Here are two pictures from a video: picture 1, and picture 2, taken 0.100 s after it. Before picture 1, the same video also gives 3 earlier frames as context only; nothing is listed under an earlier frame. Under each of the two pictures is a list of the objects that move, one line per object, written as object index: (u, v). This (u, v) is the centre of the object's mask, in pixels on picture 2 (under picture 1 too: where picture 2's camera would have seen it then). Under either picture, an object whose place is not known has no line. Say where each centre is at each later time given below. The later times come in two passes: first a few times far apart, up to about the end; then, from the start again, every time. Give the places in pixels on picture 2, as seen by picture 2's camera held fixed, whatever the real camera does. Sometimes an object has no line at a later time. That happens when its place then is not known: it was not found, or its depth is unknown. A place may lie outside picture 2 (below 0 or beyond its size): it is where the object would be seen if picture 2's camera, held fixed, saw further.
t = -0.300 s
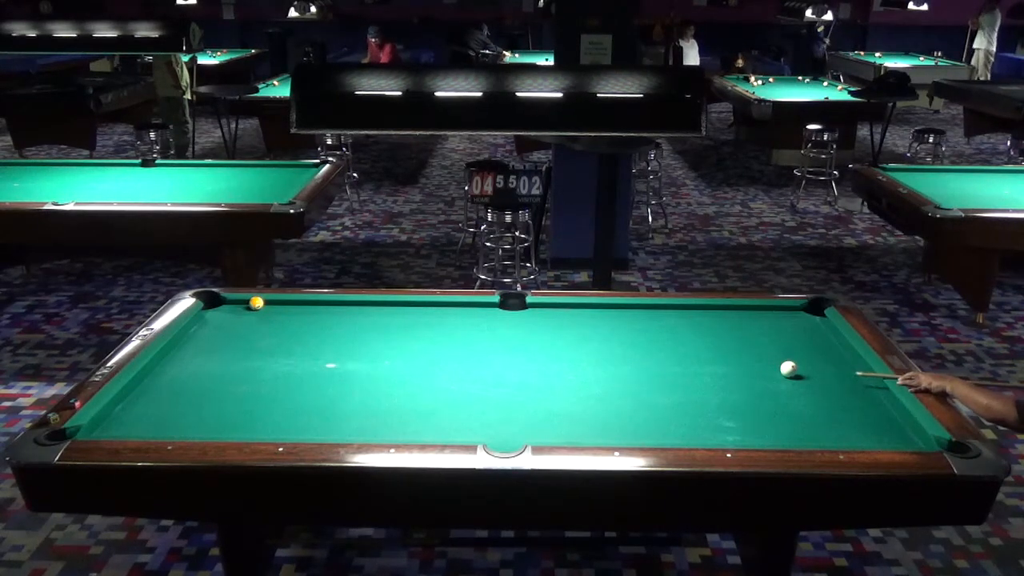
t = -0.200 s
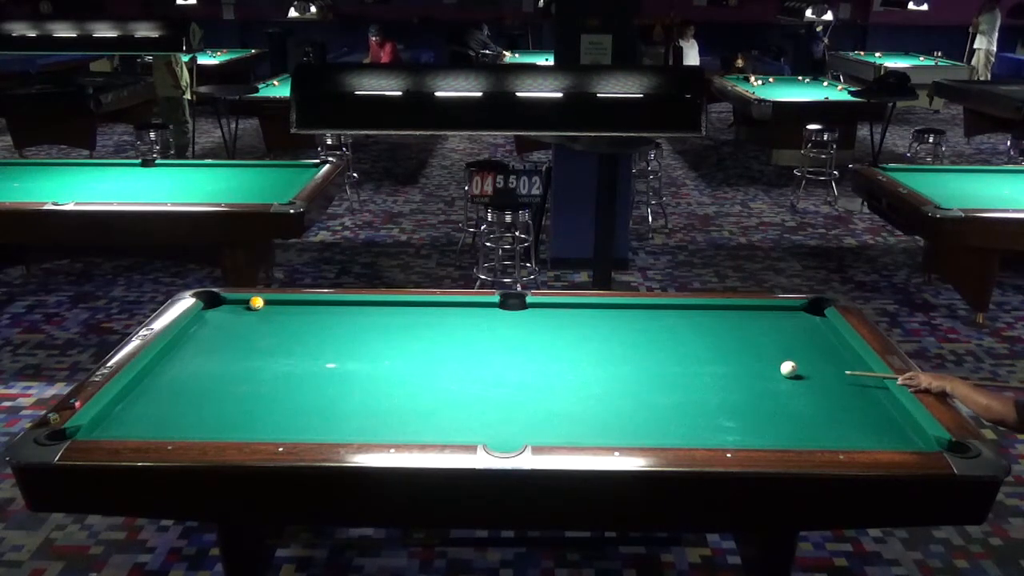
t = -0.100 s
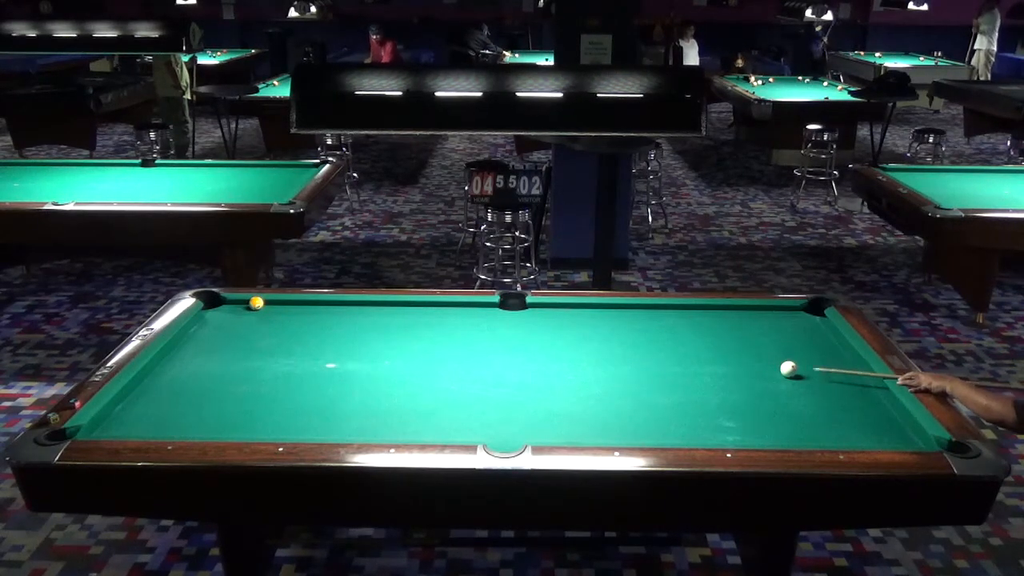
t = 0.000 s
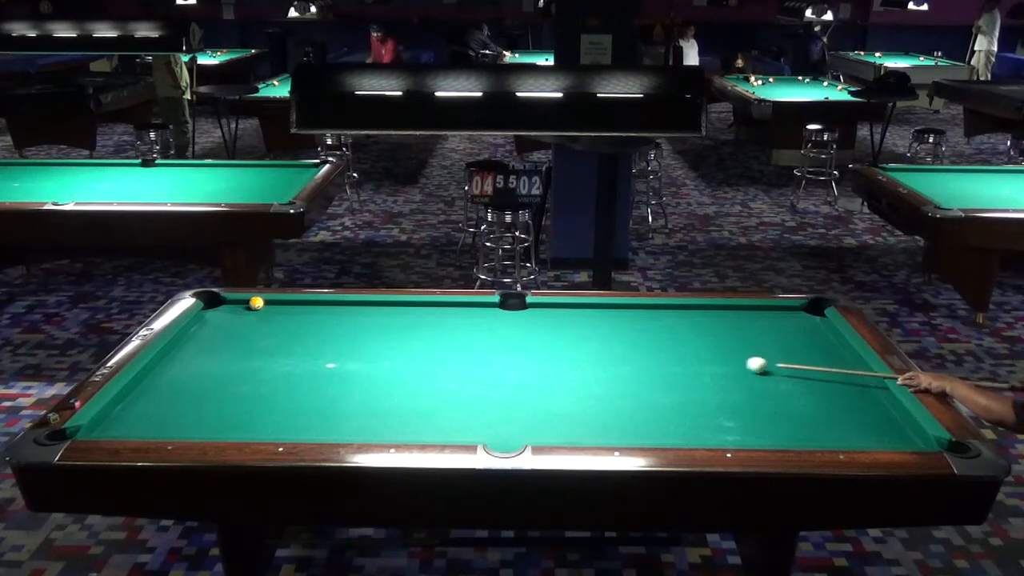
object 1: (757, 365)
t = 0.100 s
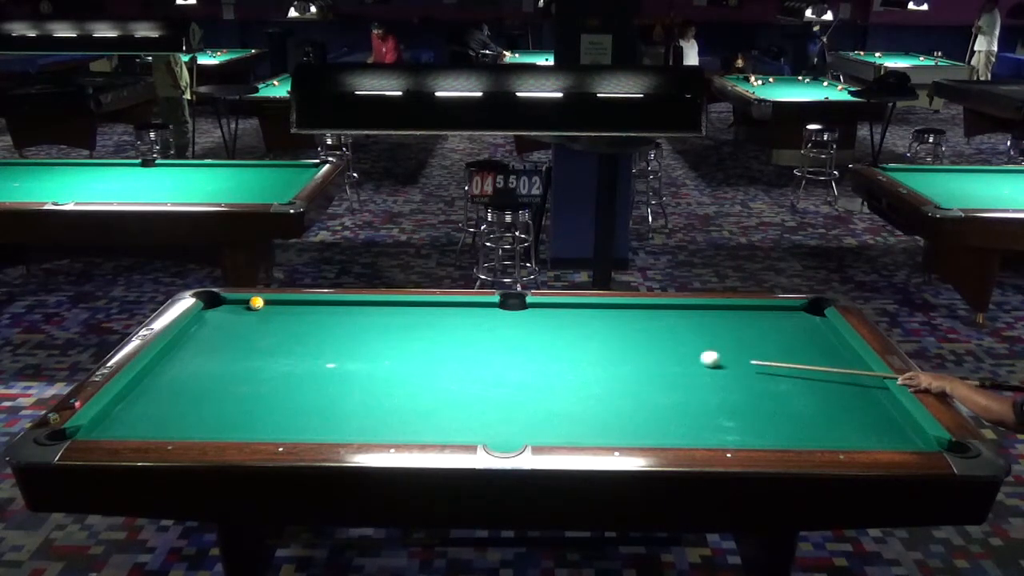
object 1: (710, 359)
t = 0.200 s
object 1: (665, 353)
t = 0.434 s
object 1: (565, 341)
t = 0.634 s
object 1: (485, 330)
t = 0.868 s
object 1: (398, 320)
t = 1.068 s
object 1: (328, 311)
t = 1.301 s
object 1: (270, 303)
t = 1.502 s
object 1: (258, 306)
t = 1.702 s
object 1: (245, 309)
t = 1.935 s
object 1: (231, 313)
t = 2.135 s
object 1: (220, 315)
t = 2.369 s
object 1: (206, 318)
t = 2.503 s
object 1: (200, 320)
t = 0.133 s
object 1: (695, 357)
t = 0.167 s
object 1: (679, 355)
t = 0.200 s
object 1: (665, 353)
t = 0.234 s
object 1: (650, 351)
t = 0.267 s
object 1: (636, 349)
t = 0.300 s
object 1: (621, 348)
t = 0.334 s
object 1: (607, 346)
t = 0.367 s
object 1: (593, 344)
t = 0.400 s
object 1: (578, 342)
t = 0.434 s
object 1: (565, 341)
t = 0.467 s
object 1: (551, 339)
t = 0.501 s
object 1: (538, 337)
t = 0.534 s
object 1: (524, 335)
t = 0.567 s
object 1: (511, 334)
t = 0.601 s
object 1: (498, 332)
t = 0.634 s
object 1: (485, 330)
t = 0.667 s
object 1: (472, 329)
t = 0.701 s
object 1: (459, 327)
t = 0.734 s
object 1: (447, 326)
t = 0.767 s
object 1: (435, 324)
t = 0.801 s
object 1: (422, 323)
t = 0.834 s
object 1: (410, 321)
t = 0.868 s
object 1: (398, 320)
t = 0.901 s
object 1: (386, 318)
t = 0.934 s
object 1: (374, 317)
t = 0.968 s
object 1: (362, 315)
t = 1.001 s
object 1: (351, 314)
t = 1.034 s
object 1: (339, 312)
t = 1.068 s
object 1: (328, 311)
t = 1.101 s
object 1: (317, 309)
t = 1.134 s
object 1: (306, 308)
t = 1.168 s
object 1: (295, 307)
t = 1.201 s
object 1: (284, 305)
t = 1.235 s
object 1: (274, 303)
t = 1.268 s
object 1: (270, 303)
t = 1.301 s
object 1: (270, 303)
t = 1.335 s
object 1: (269, 304)
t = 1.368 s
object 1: (267, 304)
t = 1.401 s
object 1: (265, 304)
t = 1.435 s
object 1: (263, 305)
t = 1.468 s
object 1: (260, 306)
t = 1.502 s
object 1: (258, 306)
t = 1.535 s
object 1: (256, 307)
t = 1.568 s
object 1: (254, 307)
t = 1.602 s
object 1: (252, 308)
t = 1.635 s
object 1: (250, 308)
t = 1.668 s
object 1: (247, 309)
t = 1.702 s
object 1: (245, 309)
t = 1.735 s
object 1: (243, 310)
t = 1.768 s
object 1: (241, 310)
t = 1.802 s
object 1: (239, 311)
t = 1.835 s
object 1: (237, 311)
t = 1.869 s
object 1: (235, 312)
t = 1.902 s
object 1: (233, 312)
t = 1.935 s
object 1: (231, 313)
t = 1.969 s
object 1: (229, 313)
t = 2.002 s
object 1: (227, 313)
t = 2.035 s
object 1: (226, 314)
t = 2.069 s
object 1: (224, 314)
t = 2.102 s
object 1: (221, 315)
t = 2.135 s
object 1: (220, 315)
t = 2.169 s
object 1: (218, 316)
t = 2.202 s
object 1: (215, 316)
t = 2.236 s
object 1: (214, 316)
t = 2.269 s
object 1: (212, 317)
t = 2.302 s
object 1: (210, 317)
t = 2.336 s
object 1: (208, 318)
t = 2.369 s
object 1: (206, 318)
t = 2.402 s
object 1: (205, 319)
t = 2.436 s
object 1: (203, 319)
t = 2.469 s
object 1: (202, 319)
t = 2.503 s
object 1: (200, 320)
